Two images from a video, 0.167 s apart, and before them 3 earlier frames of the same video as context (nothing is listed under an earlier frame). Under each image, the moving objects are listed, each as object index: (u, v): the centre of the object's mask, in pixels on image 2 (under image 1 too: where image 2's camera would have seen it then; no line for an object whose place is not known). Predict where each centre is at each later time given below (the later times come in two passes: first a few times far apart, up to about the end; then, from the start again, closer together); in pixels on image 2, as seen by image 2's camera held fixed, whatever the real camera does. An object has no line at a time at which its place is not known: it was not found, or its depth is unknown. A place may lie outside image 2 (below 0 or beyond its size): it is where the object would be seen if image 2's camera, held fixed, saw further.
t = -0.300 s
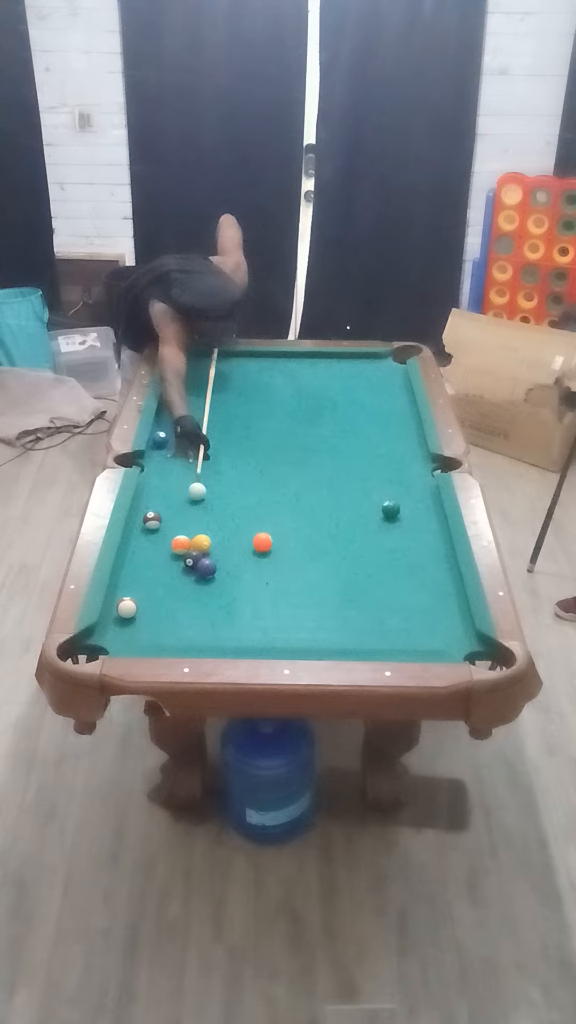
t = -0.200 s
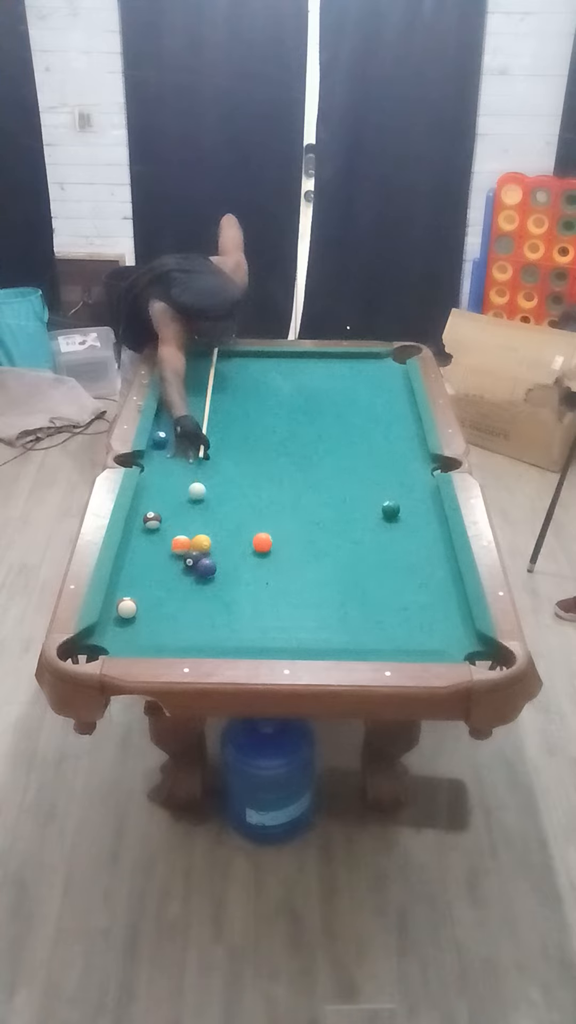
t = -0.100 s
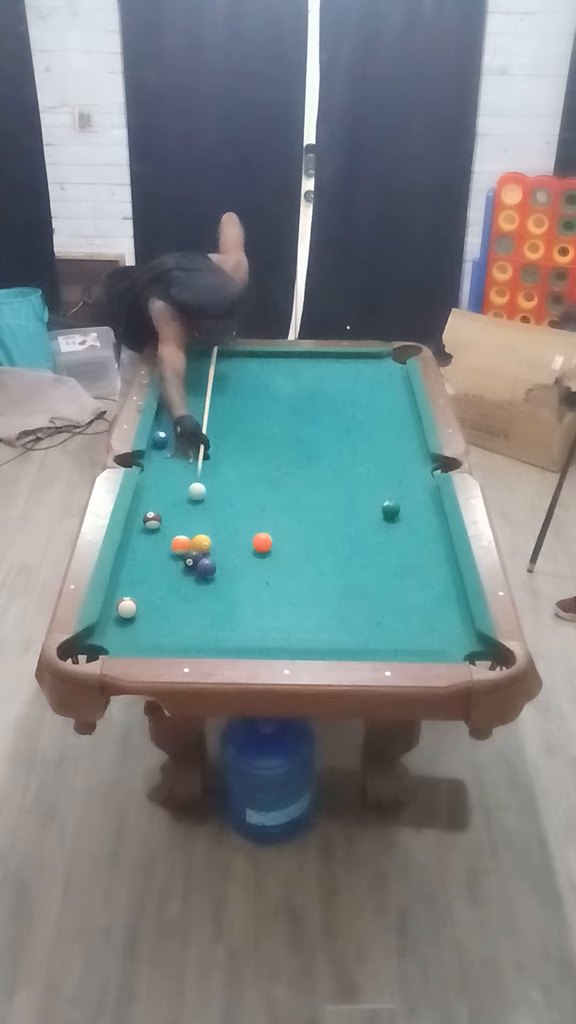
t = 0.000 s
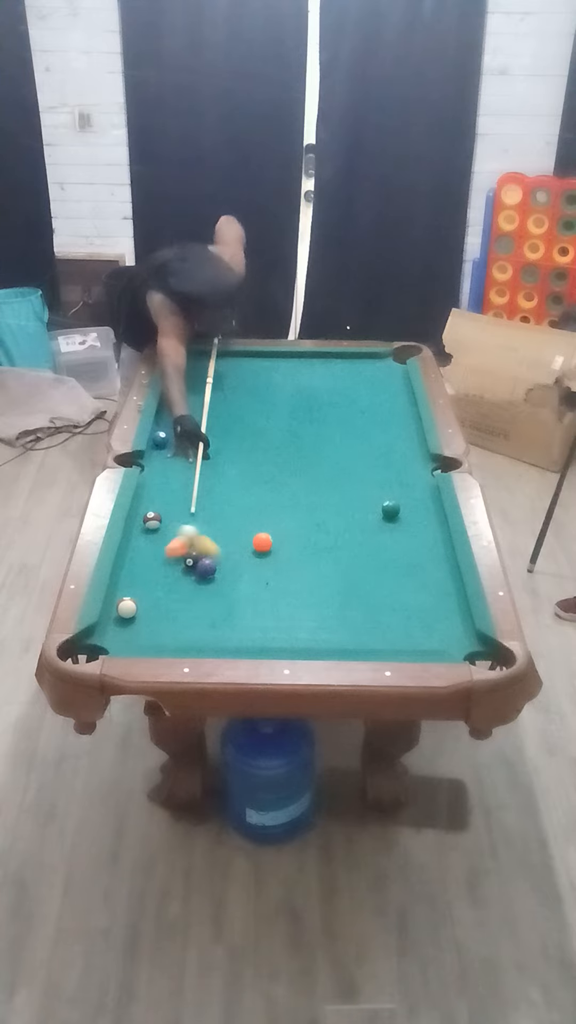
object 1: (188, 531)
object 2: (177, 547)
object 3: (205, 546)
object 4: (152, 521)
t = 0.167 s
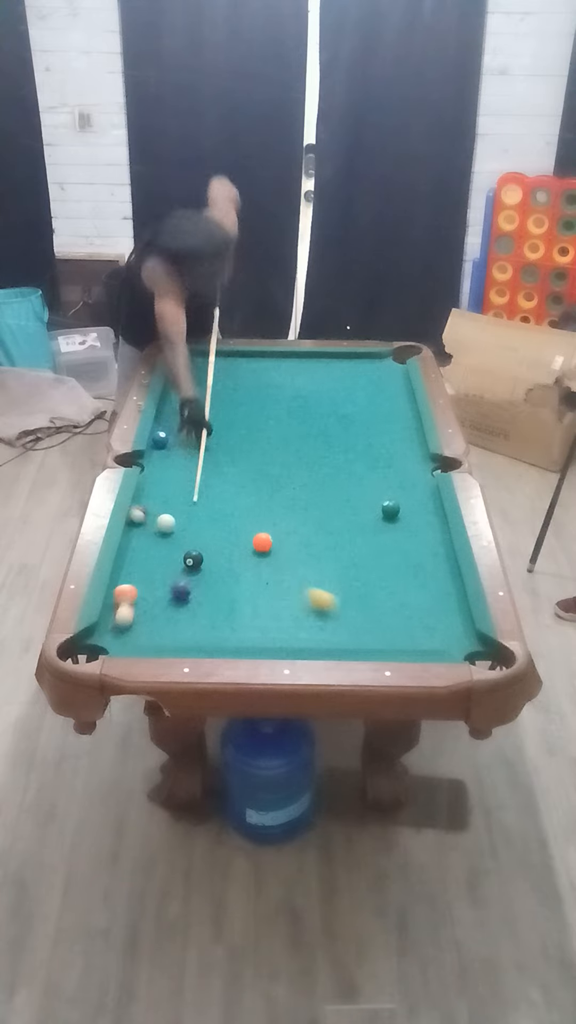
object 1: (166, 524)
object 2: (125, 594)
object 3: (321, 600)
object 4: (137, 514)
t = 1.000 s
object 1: (191, 497)
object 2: (175, 630)
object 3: (313, 615)
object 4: (162, 482)
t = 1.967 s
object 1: (217, 484)
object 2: (217, 634)
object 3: (121, 591)
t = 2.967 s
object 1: (220, 482)
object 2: (227, 633)
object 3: (190, 583)
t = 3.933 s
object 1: (220, 482)
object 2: (227, 633)
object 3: (217, 578)
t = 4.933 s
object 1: (220, 482)
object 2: (227, 633)
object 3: (220, 578)
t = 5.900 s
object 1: (220, 482)
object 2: (227, 633)
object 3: (220, 578)
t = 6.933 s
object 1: (220, 483)
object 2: (227, 633)
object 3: (220, 578)
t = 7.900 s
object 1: (220, 483)
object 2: (227, 633)
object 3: (220, 578)
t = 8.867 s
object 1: (220, 483)
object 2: (227, 633)
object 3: (220, 578)
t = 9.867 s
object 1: (220, 483)
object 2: (227, 633)
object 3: (220, 578)
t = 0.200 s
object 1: (165, 522)
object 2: (118, 595)
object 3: (343, 609)
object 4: (138, 513)
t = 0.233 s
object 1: (164, 520)
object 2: (116, 597)
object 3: (365, 618)
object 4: (142, 511)
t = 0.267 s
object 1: (164, 518)
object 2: (119, 599)
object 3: (387, 628)
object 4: (145, 509)
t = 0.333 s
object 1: (164, 514)
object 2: (125, 602)
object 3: (431, 641)
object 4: (148, 508)
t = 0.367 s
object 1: (165, 513)
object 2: (128, 603)
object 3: (445, 638)
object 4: (149, 506)
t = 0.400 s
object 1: (166, 512)
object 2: (131, 604)
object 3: (460, 634)
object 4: (150, 505)
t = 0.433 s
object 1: (168, 511)
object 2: (133, 606)
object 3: (464, 632)
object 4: (151, 505)
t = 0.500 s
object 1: (170, 509)
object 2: (139, 610)
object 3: (441, 630)
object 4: (152, 500)
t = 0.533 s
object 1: (172, 508)
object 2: (141, 611)
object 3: (432, 629)
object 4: (152, 499)
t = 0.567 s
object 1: (174, 507)
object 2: (144, 612)
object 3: (423, 628)
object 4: (153, 497)
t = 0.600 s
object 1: (175, 506)
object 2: (147, 614)
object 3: (414, 627)
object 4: (153, 495)
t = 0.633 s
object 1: (176, 505)
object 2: (149, 615)
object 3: (405, 626)
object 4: (154, 495)
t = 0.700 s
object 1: (179, 504)
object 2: (154, 618)
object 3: (388, 624)
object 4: (156, 493)
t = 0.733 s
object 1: (181, 503)
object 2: (156, 620)
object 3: (379, 622)
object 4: (157, 492)
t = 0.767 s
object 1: (182, 502)
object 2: (159, 621)
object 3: (371, 621)
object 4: (157, 490)
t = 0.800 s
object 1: (184, 501)
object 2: (161, 622)
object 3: (362, 621)
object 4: (159, 489)
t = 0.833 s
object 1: (185, 501)
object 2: (163, 624)
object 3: (354, 620)
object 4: (160, 487)
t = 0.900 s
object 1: (187, 500)
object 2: (168, 626)
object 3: (337, 617)
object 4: (161, 486)
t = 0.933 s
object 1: (188, 499)
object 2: (170, 627)
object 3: (329, 616)
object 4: (161, 485)
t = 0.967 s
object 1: (190, 498)
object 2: (173, 629)
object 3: (321, 615)
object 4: (162, 483)
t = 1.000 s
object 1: (191, 497)
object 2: (175, 630)
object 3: (313, 615)
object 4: (162, 482)
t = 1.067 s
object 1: (194, 496)
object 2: (179, 633)
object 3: (297, 613)
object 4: (163, 480)
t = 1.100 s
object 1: (195, 496)
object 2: (181, 633)
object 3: (289, 612)
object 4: (164, 479)
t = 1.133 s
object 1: (196, 494)
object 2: (183, 634)
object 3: (281, 611)
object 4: (164, 478)
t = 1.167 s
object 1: (197, 494)
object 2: (185, 634)
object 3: (273, 610)
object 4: (165, 477)
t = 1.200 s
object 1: (198, 494)
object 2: (187, 635)
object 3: (265, 609)
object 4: (165, 477)
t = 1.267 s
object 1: (201, 492)
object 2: (192, 638)
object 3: (250, 607)
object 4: (166, 476)
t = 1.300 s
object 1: (202, 492)
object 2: (194, 638)
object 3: (242, 606)
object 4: (166, 475)
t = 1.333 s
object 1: (203, 491)
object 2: (195, 638)
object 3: (235, 606)
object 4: (166, 473)
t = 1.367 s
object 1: (204, 491)
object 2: (197, 637)
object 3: (227, 605)
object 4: (166, 473)
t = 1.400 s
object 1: (205, 490)
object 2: (198, 637)
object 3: (220, 604)
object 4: (167, 472)
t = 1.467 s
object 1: (207, 489)
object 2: (201, 636)
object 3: (206, 602)
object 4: (167, 471)
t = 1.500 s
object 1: (208, 489)
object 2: (202, 636)
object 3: (199, 601)
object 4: (167, 470)
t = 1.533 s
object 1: (208, 488)
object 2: (204, 636)
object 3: (191, 600)
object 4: (168, 469)
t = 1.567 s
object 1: (209, 488)
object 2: (205, 636)
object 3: (184, 600)
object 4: (168, 468)
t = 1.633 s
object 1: (211, 487)
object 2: (207, 635)
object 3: (171, 598)
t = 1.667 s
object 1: (212, 487)
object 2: (208, 635)
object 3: (164, 597)
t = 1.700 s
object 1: (213, 486)
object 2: (209, 635)
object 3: (157, 596)
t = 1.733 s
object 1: (214, 486)
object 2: (210, 635)
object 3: (151, 596)
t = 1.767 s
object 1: (214, 486)
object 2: (211, 635)
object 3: (144, 595)
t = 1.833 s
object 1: (215, 485)
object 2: (213, 635)
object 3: (131, 593)
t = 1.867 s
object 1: (216, 485)
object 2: (214, 634)
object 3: (125, 592)
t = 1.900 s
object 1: (217, 485)
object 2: (215, 634)
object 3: (118, 591)
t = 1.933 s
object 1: (217, 484)
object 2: (216, 634)
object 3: (118, 591)
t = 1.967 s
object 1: (217, 484)
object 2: (217, 634)
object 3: (121, 591)
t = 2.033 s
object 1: (218, 484)
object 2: (219, 634)
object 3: (127, 590)
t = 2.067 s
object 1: (219, 484)
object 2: (219, 634)
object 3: (130, 590)
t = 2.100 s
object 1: (219, 483)
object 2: (220, 634)
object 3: (133, 589)
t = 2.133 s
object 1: (220, 483)
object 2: (220, 634)
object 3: (136, 589)
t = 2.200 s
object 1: (220, 482)
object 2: (221, 634)
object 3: (141, 589)
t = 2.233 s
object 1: (220, 482)
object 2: (222, 634)
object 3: (144, 588)
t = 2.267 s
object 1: (220, 482)
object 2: (223, 634)
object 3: (146, 588)
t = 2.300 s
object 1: (220, 482)
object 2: (223, 633)
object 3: (149, 588)
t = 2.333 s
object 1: (220, 482)
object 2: (223, 633)
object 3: (152, 588)
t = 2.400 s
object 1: (220, 482)
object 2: (224, 633)
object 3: (156, 587)
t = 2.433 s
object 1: (220, 482)
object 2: (224, 633)
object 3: (159, 587)
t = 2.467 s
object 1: (220, 482)
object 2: (225, 633)
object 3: (161, 587)
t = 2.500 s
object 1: (220, 482)
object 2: (225, 633)
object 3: (163, 587)
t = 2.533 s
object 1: (220, 482)
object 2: (225, 633)
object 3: (165, 586)
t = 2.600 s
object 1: (220, 482)
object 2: (226, 633)
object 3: (170, 586)
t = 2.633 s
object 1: (220, 482)
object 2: (226, 633)
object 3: (172, 586)
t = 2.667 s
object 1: (220, 482)
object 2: (226, 633)
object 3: (174, 585)
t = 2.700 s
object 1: (220, 482)
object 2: (227, 633)
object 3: (176, 585)
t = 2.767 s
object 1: (220, 482)
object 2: (227, 633)
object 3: (180, 584)
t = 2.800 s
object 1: (220, 482)
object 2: (227, 633)
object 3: (181, 584)
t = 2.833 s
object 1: (220, 482)
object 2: (227, 633)
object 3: (183, 584)
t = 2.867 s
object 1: (220, 482)
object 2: (227, 633)
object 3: (185, 584)
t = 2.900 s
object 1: (220, 483)
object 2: (227, 633)
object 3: (186, 583)
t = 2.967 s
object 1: (220, 482)
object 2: (227, 633)
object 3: (190, 583)
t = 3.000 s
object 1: (220, 482)
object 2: (227, 633)
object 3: (191, 582)
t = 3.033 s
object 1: (220, 482)
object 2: (227, 633)
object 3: (193, 582)
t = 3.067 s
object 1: (220, 483)
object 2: (227, 633)
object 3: (194, 582)
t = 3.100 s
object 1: (220, 483)
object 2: (227, 633)
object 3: (196, 582)
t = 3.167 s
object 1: (220, 482)
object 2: (227, 633)
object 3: (198, 581)
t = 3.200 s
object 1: (220, 482)
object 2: (227, 633)
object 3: (199, 581)
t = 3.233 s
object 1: (220, 482)
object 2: (227, 633)
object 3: (200, 581)
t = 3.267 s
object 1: (220, 482)
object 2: (227, 633)
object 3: (202, 581)
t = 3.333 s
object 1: (220, 482)
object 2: (227, 633)
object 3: (204, 581)
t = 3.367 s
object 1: (220, 482)
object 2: (227, 633)
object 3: (205, 580)
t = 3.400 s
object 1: (220, 482)
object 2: (227, 633)
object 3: (206, 580)
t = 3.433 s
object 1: (220, 482)
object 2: (227, 633)
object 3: (207, 580)
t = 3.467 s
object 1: (220, 482)
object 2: (227, 633)
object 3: (208, 580)
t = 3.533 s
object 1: (220, 483)
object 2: (227, 633)
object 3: (209, 580)
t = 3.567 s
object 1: (220, 482)
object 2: (227, 633)
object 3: (211, 579)
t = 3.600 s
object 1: (220, 482)
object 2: (227, 633)
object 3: (211, 579)
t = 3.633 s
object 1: (220, 482)
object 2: (227, 633)
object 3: (212, 579)
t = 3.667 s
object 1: (220, 482)
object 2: (227, 633)
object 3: (213, 579)
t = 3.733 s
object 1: (220, 482)
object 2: (227, 633)
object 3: (214, 579)
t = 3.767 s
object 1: (220, 482)
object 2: (227, 633)
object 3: (215, 579)
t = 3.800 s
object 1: (220, 482)
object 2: (227, 633)
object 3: (215, 579)
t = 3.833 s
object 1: (220, 483)
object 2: (227, 633)
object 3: (216, 579)
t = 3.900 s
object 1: (220, 482)
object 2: (227, 633)
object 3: (217, 578)
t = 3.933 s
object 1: (220, 482)
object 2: (227, 633)
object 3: (217, 578)
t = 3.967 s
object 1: (220, 482)
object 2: (227, 633)
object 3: (218, 578)
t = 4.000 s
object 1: (220, 482)
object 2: (227, 633)
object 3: (218, 578)
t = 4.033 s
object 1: (220, 482)
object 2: (227, 633)
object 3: (218, 578)
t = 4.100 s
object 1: (220, 482)
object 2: (227, 633)
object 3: (219, 578)
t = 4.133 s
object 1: (220, 482)
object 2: (227, 633)
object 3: (219, 578)
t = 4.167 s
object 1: (220, 482)
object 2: (227, 633)
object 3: (219, 578)
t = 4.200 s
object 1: (220, 482)
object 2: (227, 633)
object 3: (220, 578)
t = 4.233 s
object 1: (220, 482)
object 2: (227, 633)
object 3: (220, 578)
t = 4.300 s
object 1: (220, 482)
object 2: (227, 633)
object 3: (220, 578)
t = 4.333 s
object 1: (220, 482)
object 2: (227, 633)
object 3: (220, 578)
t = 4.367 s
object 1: (220, 482)
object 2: (227, 633)
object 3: (220, 578)
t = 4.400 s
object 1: (220, 482)
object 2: (227, 633)
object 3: (220, 578)
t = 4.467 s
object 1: (220, 482)
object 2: (227, 633)
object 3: (220, 578)
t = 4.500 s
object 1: (220, 482)
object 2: (227, 633)
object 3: (220, 578)
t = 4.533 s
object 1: (220, 482)
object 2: (227, 633)
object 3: (220, 578)
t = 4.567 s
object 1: (220, 482)
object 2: (227, 633)
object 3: (220, 578)
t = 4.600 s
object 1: (220, 482)
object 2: (227, 633)
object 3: (220, 578)
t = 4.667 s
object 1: (220, 482)
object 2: (227, 633)
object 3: (220, 578)
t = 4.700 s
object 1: (220, 482)
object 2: (227, 633)
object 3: (220, 578)
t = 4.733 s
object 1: (220, 482)
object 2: (227, 633)
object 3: (220, 578)
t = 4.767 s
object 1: (221, 482)
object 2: (227, 633)
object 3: (220, 578)
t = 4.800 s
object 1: (220, 482)
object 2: (227, 633)
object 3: (220, 578)
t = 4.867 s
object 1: (220, 482)
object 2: (227, 633)
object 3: (220, 578)
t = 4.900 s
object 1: (220, 482)
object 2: (227, 633)
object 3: (220, 578)
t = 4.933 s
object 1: (220, 482)
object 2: (227, 633)
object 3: (220, 578)
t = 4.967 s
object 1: (220, 482)
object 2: (227, 633)
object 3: (220, 578)
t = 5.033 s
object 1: (220, 482)
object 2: (227, 633)
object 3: (220, 578)
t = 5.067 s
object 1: (220, 482)
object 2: (227, 633)
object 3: (220, 578)
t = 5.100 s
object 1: (220, 482)
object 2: (227, 633)
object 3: (220, 578)
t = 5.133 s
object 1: (220, 482)
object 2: (227, 633)
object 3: (220, 578)
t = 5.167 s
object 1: (220, 482)
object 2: (227, 633)
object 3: (220, 578)
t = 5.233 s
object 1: (220, 482)
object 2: (227, 633)
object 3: (220, 578)
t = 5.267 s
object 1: (220, 482)
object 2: (227, 633)
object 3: (220, 578)
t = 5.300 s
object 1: (220, 482)
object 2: (227, 633)
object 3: (220, 578)
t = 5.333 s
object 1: (220, 482)
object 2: (227, 633)
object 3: (220, 578)
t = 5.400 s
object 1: (220, 482)
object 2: (227, 633)
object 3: (220, 578)
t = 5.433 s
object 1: (220, 482)
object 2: (227, 633)
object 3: (220, 578)
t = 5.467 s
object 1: (220, 482)
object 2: (227, 633)
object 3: (220, 578)
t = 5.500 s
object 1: (220, 482)
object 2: (227, 633)
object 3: (220, 578)
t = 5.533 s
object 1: (220, 482)
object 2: (227, 633)
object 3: (220, 578)
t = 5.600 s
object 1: (220, 482)
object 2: (227, 633)
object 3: (220, 578)
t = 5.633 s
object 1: (220, 482)
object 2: (227, 633)
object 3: (220, 578)
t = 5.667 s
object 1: (220, 482)
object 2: (227, 633)
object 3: (220, 578)
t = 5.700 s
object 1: (220, 482)
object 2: (227, 633)
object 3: (220, 578)
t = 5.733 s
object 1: (220, 482)
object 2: (227, 633)
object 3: (220, 578)
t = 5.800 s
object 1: (220, 482)
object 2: (227, 633)
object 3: (220, 578)
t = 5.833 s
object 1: (220, 482)
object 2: (227, 633)
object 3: (220, 578)
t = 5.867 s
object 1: (220, 482)
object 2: (227, 633)
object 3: (220, 578)
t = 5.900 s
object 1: (220, 482)
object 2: (227, 633)
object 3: (220, 578)
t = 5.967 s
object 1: (220, 482)
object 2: (227, 633)
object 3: (220, 578)
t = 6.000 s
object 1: (220, 482)
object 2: (227, 633)
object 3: (220, 578)
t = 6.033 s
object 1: (220, 482)
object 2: (227, 633)
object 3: (220, 578)
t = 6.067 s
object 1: (220, 482)
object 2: (227, 633)
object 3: (220, 578)
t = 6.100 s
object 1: (220, 483)
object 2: (227, 633)
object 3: (220, 578)
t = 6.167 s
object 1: (220, 482)
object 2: (227, 633)
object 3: (220, 578)
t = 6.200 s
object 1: (220, 482)
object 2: (227, 633)
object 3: (220, 578)
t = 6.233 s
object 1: (220, 482)
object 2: (227, 633)
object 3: (220, 578)
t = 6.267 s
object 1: (220, 483)
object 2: (227, 633)
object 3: (220, 578)
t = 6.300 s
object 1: (220, 483)
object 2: (227, 633)
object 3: (220, 578)
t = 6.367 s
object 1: (220, 482)
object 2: (227, 633)
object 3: (220, 578)
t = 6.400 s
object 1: (220, 483)
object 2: (227, 633)
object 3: (220, 578)
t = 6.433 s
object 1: (220, 483)
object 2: (227, 633)
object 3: (220, 578)
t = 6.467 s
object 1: (220, 483)
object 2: (227, 633)
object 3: (220, 578)
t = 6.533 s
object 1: (220, 483)
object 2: (227, 633)
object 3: (220, 578)
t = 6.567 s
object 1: (220, 483)
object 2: (227, 633)
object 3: (220, 578)
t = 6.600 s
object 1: (220, 483)
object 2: (227, 633)
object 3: (220, 578)
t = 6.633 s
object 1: (220, 483)
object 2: (227, 633)
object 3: (220, 578)
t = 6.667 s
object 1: (220, 483)
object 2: (227, 633)
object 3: (220, 578)
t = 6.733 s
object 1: (220, 482)
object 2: (227, 633)
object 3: (220, 578)
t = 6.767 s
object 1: (220, 482)
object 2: (227, 633)
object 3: (220, 578)
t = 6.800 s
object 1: (220, 482)
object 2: (227, 633)
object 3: (220, 578)
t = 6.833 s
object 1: (220, 482)
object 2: (227, 633)
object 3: (220, 578)
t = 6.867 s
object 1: (220, 482)
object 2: (227, 633)
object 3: (220, 578)
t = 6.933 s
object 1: (220, 483)
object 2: (227, 633)
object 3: (220, 578)
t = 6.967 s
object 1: (220, 482)
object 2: (227, 633)
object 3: (220, 578)
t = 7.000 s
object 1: (220, 482)
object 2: (227, 633)
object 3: (220, 578)
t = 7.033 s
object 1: (220, 482)
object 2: (227, 633)
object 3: (220, 578)
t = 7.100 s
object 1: (220, 482)
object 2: (227, 633)
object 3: (220, 578)
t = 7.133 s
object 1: (220, 482)
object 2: (227, 633)
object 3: (220, 578)
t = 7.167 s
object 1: (220, 482)
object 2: (227, 633)
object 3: (220, 578)
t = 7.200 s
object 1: (220, 482)
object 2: (227, 633)
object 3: (220, 578)
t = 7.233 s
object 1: (220, 482)
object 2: (227, 633)
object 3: (220, 578)
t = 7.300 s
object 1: (220, 482)
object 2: (227, 633)
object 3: (220, 578)
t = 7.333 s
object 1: (220, 483)
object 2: (227, 633)
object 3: (220, 578)
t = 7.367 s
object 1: (220, 483)
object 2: (227, 633)
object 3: (220, 578)
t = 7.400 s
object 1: (220, 482)
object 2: (227, 633)
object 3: (220, 578)
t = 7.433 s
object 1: (220, 482)
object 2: (227, 633)
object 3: (220, 578)
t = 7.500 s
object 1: (220, 482)
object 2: (227, 633)
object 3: (220, 578)
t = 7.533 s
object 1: (220, 482)
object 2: (227, 633)
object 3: (220, 578)
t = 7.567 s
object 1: (220, 483)
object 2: (227, 633)
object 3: (220, 578)
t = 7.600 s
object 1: (220, 482)
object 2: (227, 633)
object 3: (220, 578)
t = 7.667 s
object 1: (220, 482)
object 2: (227, 633)
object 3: (220, 578)
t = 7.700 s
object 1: (220, 483)
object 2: (227, 633)
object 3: (220, 578)
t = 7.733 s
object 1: (220, 483)
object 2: (227, 633)
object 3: (220, 578)
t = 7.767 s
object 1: (220, 482)
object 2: (227, 633)
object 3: (220, 578)
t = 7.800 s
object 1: (220, 483)
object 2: (226, 633)
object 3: (220, 578)
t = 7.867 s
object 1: (220, 483)
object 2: (227, 633)
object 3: (220, 578)
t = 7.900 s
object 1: (220, 483)
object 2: (227, 633)
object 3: (220, 578)
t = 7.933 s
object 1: (220, 483)
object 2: (227, 633)
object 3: (220, 578)
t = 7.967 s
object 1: (220, 483)
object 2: (227, 633)
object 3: (220, 578)
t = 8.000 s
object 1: (220, 482)
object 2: (227, 633)
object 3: (220, 578)
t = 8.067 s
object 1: (220, 483)
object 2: (227, 633)
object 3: (220, 578)
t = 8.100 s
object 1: (220, 483)
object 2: (227, 633)
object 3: (220, 578)
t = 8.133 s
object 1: (220, 483)
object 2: (227, 632)
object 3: (220, 578)
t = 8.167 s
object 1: (220, 483)
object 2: (227, 633)
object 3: (220, 578)
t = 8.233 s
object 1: (220, 483)
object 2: (227, 633)
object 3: (220, 578)
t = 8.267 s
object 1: (220, 483)
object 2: (227, 633)
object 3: (220, 578)
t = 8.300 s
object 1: (220, 483)
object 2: (227, 633)
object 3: (220, 578)
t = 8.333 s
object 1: (220, 482)
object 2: (227, 633)
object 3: (220, 578)
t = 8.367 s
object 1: (220, 482)
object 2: (227, 633)
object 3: (220, 578)
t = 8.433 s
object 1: (220, 483)
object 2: (227, 633)
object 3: (220, 578)
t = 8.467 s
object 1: (220, 482)
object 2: (227, 633)
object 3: (220, 578)
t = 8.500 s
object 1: (220, 483)
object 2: (227, 633)
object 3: (220, 578)
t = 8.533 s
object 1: (220, 483)
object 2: (227, 633)
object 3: (220, 578)
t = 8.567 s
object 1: (220, 482)
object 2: (227, 632)
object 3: (220, 578)
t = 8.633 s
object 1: (220, 482)
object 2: (227, 633)
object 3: (220, 578)
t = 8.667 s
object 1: (220, 483)
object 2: (227, 633)
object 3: (220, 578)
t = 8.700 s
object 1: (220, 483)
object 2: (227, 633)
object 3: (220, 578)
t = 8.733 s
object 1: (220, 483)
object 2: (227, 633)
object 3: (220, 578)
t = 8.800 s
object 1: (220, 482)
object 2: (227, 632)
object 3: (220, 578)
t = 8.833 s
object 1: (220, 482)
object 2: (227, 633)
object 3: (220, 578)
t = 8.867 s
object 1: (220, 483)
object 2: (227, 633)
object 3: (220, 578)
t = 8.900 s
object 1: (220, 483)
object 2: (227, 633)
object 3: (220, 578)
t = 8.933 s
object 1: (220, 483)
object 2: (227, 633)
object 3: (220, 578)
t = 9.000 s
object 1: (220, 482)
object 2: (227, 633)
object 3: (220, 578)
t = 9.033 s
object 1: (220, 483)
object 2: (227, 633)
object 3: (220, 578)
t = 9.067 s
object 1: (220, 483)
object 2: (227, 633)
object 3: (220, 578)
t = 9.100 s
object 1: (220, 483)
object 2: (227, 633)
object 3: (220, 578)
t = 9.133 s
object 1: (220, 483)
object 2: (227, 633)
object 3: (220, 578)
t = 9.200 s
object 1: (220, 482)
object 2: (227, 633)
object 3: (220, 578)
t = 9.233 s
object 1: (220, 482)
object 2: (227, 633)
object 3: (220, 578)
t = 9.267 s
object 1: (220, 482)
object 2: (227, 633)
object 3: (220, 578)
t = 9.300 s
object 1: (220, 482)
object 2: (227, 633)
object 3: (220, 578)
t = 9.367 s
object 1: (220, 482)
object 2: (227, 633)
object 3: (220, 578)
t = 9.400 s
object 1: (220, 482)
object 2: (227, 633)
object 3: (220, 578)
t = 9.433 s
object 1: (220, 482)
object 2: (227, 633)
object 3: (220, 578)
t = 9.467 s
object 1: (220, 482)
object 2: (227, 633)
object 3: (220, 578)
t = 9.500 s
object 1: (220, 482)
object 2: (227, 633)
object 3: (220, 578)
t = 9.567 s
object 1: (220, 483)
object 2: (227, 633)
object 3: (220, 578)
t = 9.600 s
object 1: (220, 483)
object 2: (227, 633)
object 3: (220, 578)
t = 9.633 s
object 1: (220, 483)
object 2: (227, 633)
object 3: (220, 578)
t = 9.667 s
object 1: (220, 483)
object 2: (227, 633)
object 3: (220, 578)
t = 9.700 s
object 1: (220, 483)
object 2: (227, 633)
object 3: (220, 578)
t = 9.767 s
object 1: (220, 483)
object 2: (227, 633)
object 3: (220, 578)
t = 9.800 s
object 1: (220, 483)
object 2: (227, 633)
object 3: (220, 578)
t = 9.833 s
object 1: (220, 483)
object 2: (227, 633)
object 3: (220, 578)
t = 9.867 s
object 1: (220, 483)
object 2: (227, 633)
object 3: (220, 578)
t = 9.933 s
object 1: (220, 483)
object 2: (227, 633)
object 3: (220, 578)
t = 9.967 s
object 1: (220, 483)
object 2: (227, 633)
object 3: (220, 578)
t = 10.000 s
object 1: (220, 483)
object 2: (227, 633)
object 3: (220, 578)
